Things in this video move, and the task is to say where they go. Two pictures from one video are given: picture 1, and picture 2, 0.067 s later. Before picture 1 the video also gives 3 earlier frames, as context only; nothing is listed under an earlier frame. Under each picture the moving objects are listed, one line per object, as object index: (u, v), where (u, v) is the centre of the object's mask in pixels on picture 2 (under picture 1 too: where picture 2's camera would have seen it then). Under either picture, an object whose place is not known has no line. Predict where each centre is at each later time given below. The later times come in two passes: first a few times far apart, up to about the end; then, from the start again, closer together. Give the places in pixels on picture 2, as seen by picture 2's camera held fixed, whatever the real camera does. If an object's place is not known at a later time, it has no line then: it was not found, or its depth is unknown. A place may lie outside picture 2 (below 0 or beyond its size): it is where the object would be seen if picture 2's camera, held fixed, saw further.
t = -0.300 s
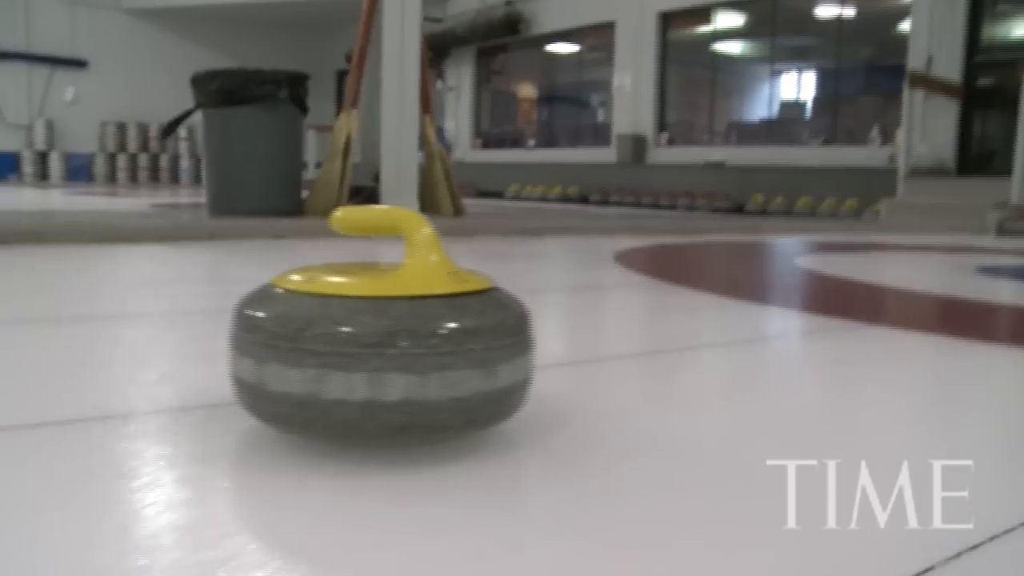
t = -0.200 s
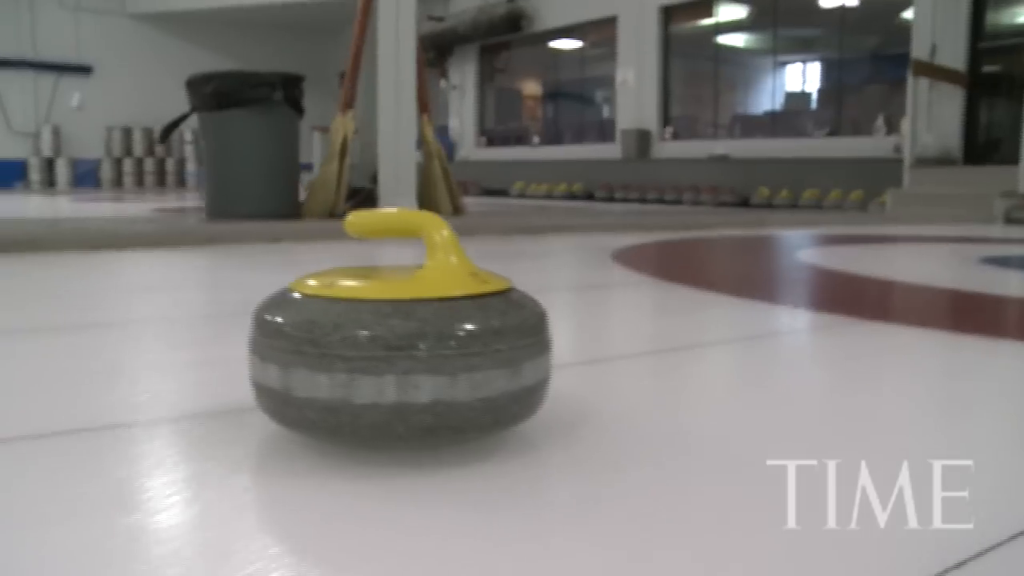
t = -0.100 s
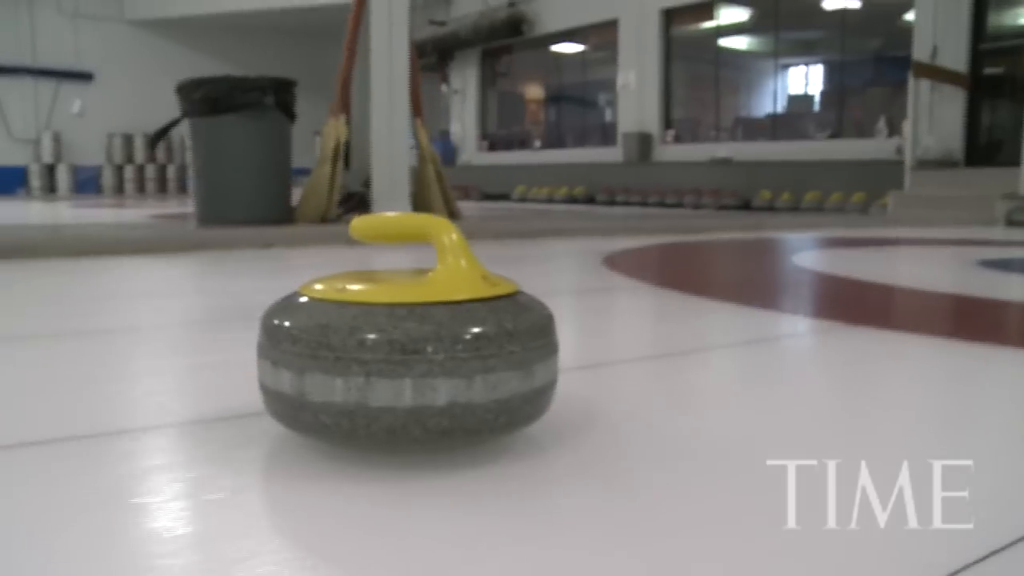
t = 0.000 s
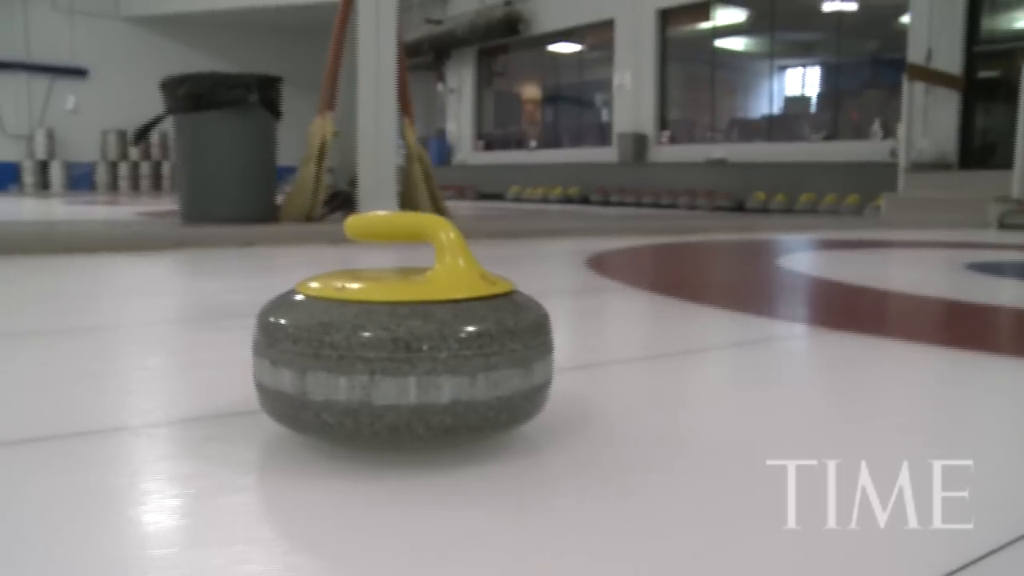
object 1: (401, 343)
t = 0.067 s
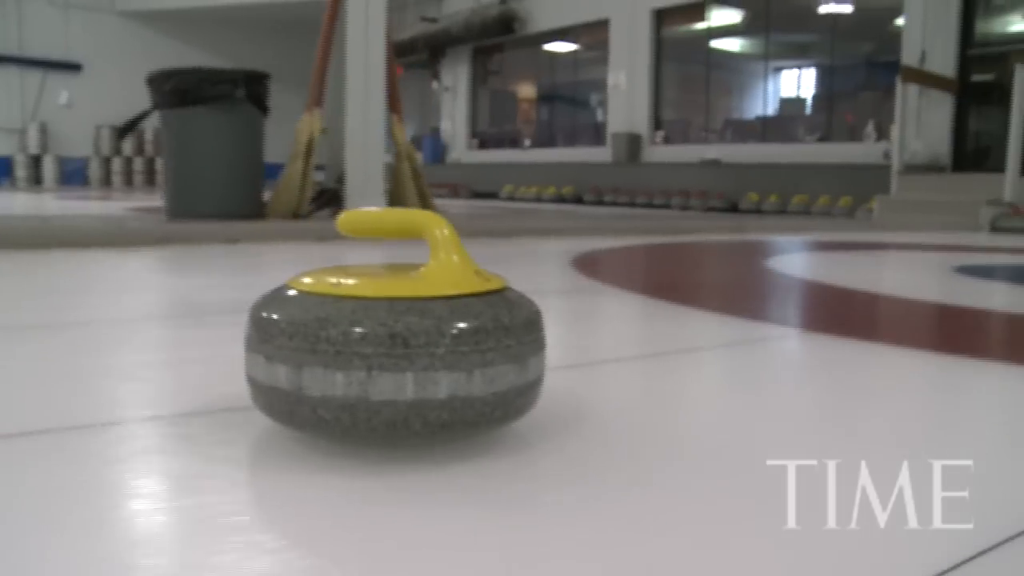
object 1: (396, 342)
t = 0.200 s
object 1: (386, 329)
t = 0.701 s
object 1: (380, 305)
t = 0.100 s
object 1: (394, 342)
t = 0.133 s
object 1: (390, 338)
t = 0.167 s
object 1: (388, 334)
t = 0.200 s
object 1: (386, 329)
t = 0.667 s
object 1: (384, 303)
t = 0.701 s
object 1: (380, 305)
